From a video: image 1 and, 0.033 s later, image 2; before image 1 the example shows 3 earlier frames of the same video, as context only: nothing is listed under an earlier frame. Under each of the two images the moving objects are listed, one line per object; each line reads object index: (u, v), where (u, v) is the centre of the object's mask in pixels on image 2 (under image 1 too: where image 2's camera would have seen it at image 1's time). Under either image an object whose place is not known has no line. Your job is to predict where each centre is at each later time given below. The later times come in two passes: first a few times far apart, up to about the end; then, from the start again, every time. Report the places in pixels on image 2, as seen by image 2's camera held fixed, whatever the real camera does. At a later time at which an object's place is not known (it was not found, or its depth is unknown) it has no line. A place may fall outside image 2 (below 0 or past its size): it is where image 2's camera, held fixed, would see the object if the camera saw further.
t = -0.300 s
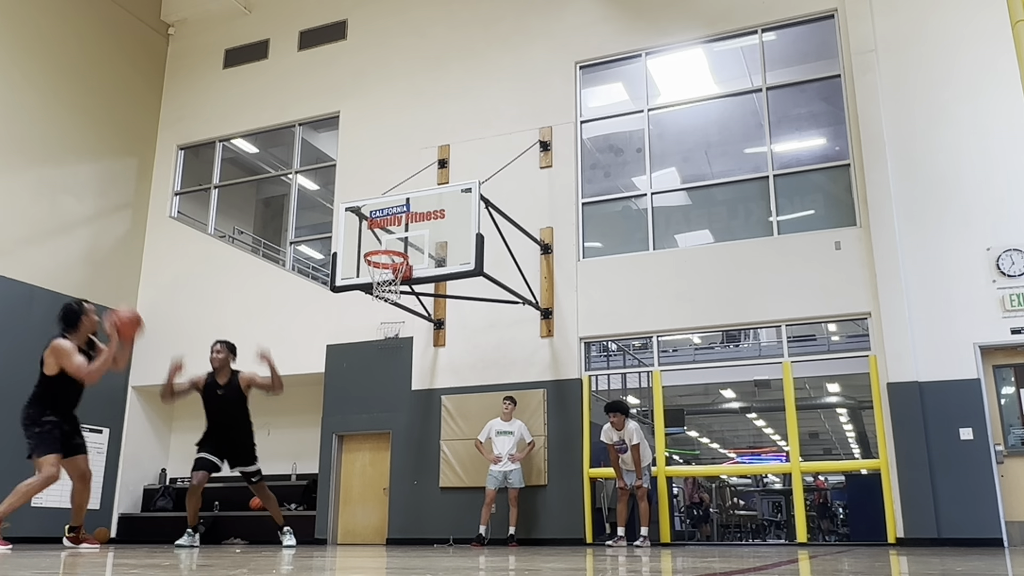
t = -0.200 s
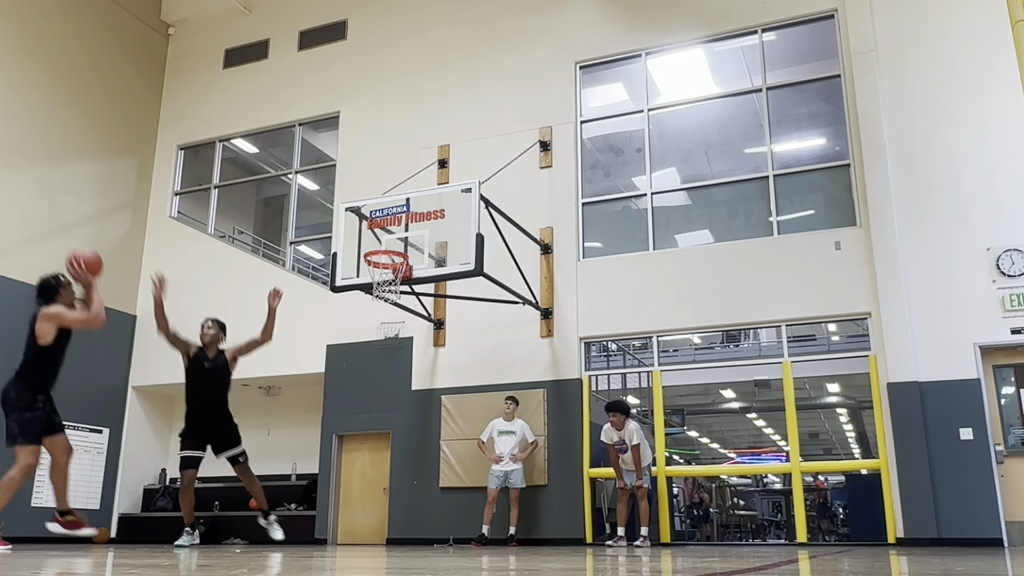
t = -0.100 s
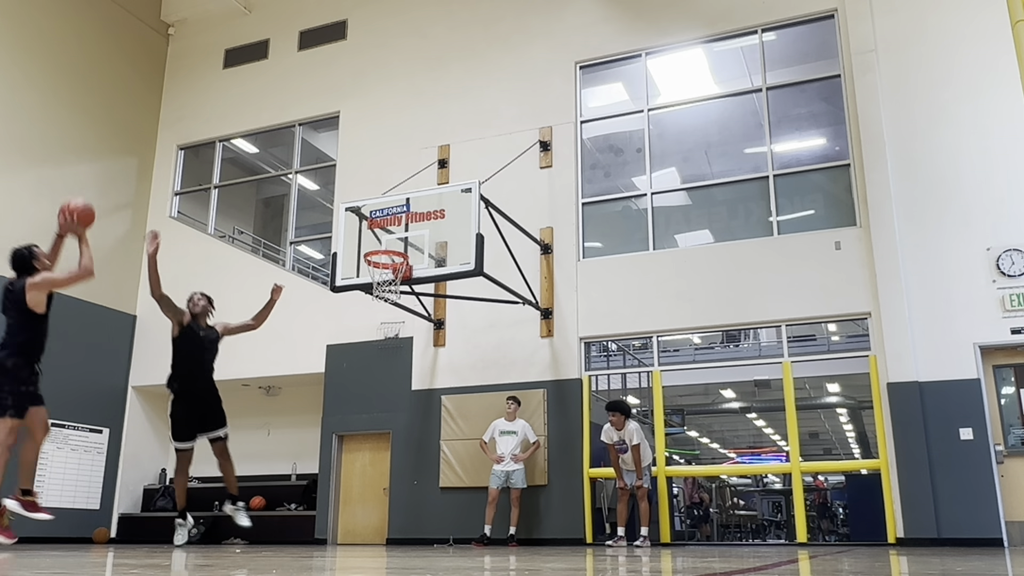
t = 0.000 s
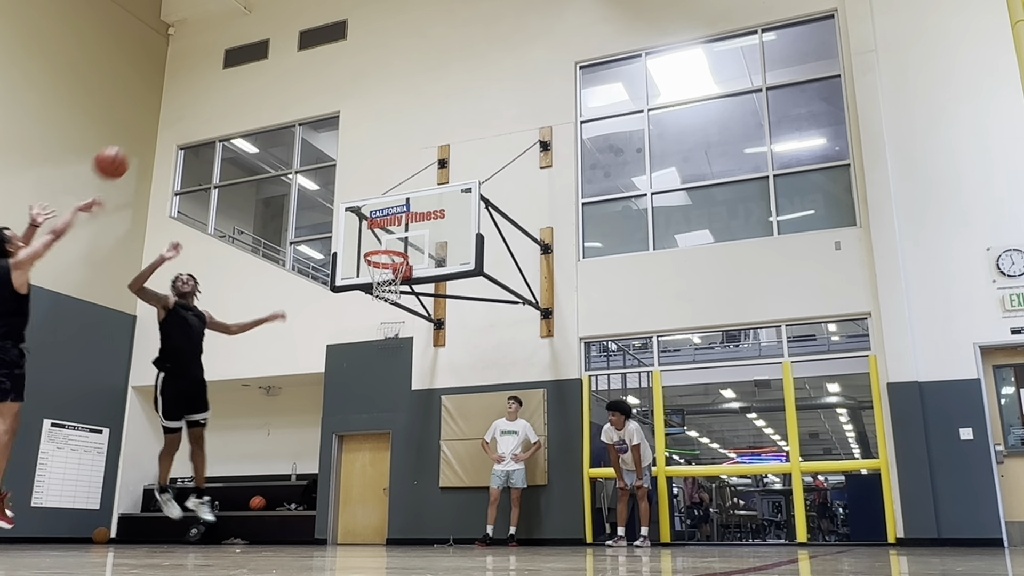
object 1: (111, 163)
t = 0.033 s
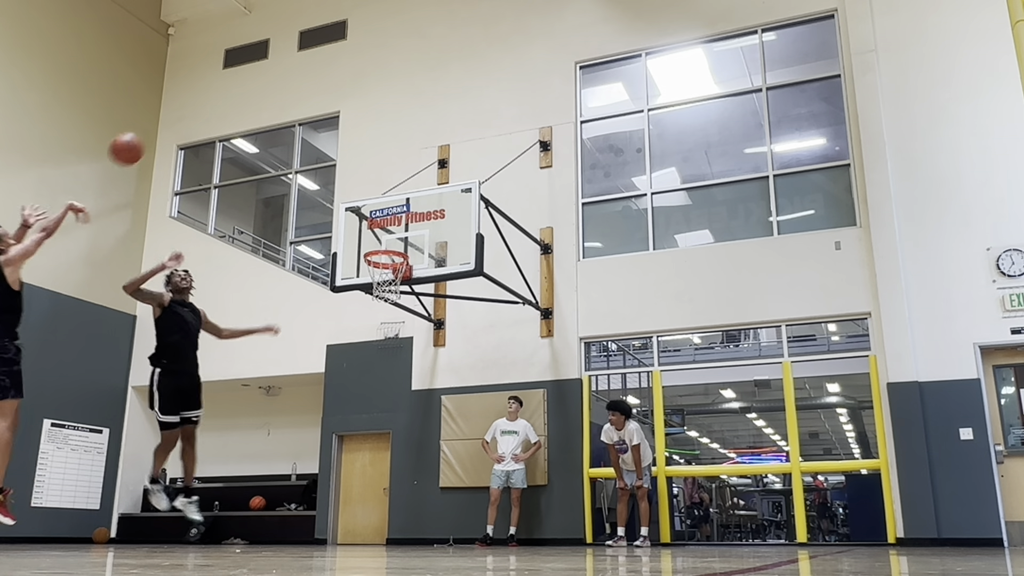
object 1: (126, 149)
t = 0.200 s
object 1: (193, 105)
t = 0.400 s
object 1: (256, 96)
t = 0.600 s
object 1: (306, 123)
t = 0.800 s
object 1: (348, 181)
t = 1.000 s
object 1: (370, 245)
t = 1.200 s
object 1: (342, 269)
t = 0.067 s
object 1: (141, 137)
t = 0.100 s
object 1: (155, 126)
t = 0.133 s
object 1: (168, 118)
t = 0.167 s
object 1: (181, 110)
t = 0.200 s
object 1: (193, 105)
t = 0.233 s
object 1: (205, 100)
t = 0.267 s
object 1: (216, 97)
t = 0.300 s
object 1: (226, 95)
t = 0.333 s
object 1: (236, 94)
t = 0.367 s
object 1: (246, 94)
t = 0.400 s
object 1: (256, 96)
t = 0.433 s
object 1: (265, 98)
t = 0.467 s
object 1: (273, 101)
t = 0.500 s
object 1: (282, 105)
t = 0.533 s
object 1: (290, 111)
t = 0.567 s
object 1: (298, 116)
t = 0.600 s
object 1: (306, 123)
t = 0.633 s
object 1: (313, 130)
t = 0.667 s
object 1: (320, 139)
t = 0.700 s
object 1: (327, 149)
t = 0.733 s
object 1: (335, 159)
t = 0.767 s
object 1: (341, 170)
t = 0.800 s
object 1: (348, 181)
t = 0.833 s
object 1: (354, 194)
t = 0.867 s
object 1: (360, 208)
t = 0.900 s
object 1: (366, 221)
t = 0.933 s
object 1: (372, 234)
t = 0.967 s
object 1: (374, 245)
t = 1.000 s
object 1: (370, 245)
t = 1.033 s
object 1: (366, 246)
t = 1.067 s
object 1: (362, 248)
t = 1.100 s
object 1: (357, 252)
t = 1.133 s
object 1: (353, 256)
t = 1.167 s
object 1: (348, 262)
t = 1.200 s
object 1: (342, 269)
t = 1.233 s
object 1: (337, 278)
